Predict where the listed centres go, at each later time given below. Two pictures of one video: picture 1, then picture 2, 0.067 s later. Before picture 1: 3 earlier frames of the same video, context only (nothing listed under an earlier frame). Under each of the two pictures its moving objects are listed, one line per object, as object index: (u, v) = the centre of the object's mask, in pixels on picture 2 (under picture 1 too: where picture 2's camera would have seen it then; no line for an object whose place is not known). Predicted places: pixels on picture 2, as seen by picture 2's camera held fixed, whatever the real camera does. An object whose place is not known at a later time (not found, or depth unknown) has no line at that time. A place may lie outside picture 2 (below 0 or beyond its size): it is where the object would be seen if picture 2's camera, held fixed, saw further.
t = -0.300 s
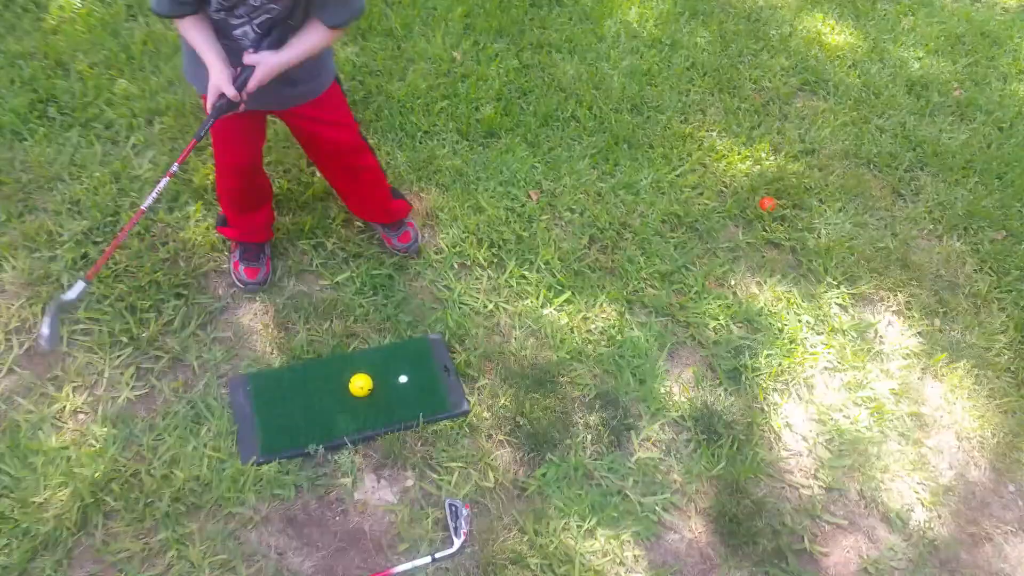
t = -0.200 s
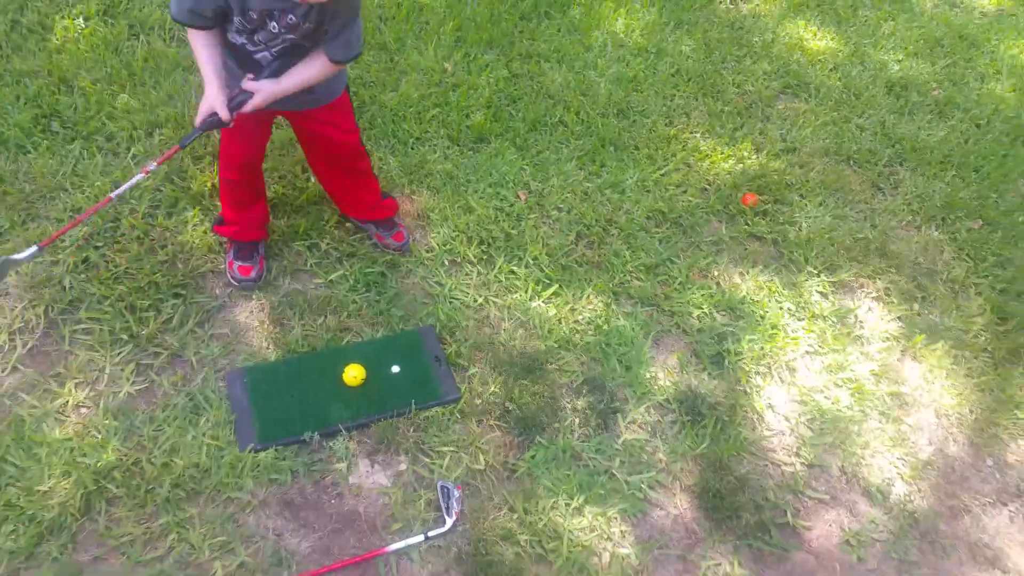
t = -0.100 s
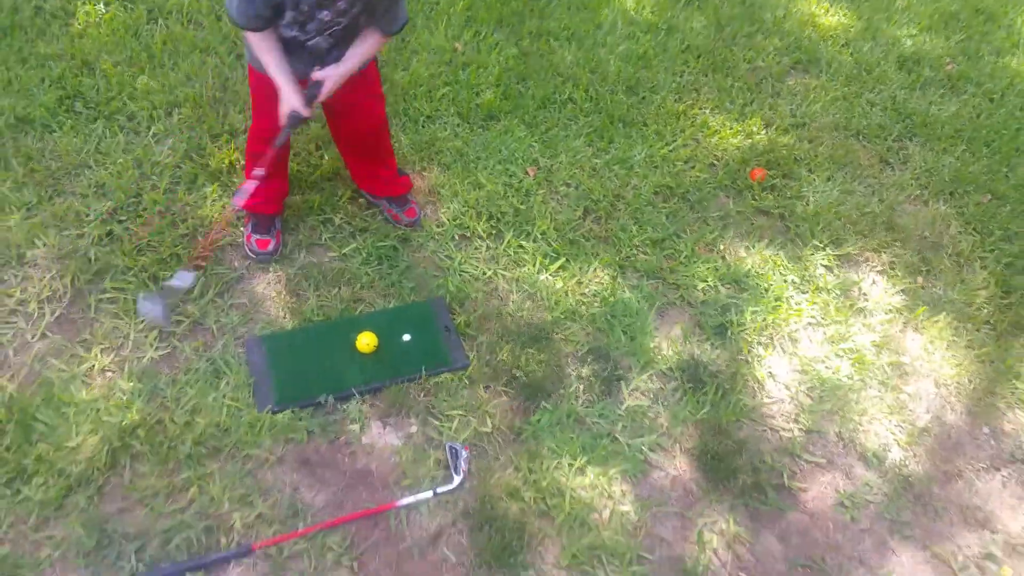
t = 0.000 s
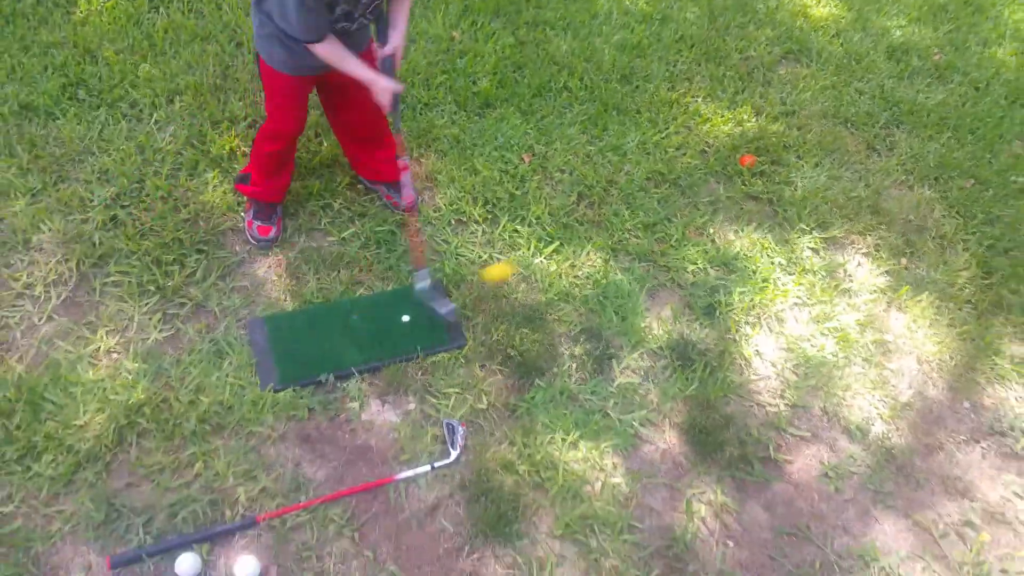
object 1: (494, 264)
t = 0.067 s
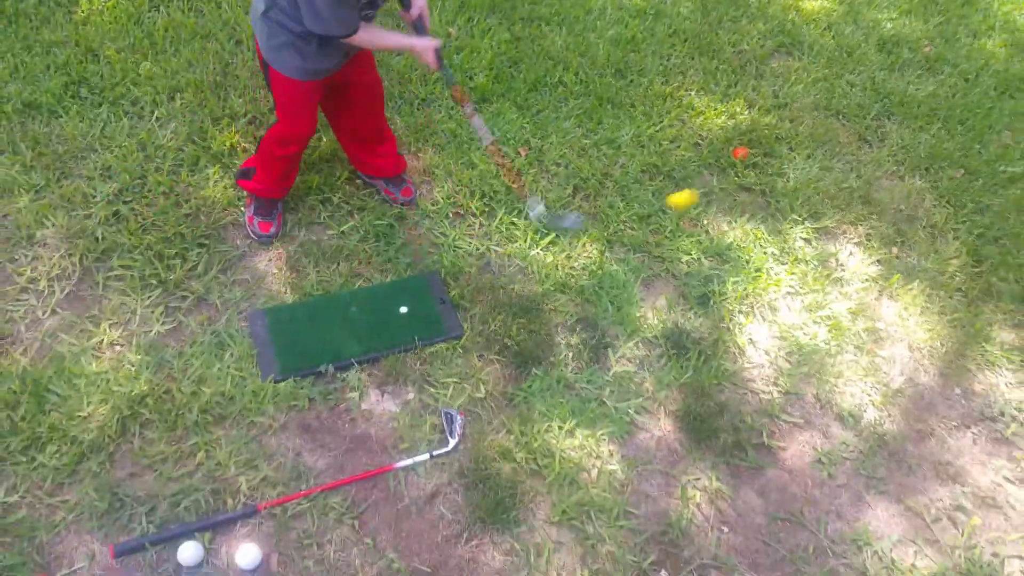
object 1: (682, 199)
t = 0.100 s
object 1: (764, 175)
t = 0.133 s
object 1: (841, 154)
